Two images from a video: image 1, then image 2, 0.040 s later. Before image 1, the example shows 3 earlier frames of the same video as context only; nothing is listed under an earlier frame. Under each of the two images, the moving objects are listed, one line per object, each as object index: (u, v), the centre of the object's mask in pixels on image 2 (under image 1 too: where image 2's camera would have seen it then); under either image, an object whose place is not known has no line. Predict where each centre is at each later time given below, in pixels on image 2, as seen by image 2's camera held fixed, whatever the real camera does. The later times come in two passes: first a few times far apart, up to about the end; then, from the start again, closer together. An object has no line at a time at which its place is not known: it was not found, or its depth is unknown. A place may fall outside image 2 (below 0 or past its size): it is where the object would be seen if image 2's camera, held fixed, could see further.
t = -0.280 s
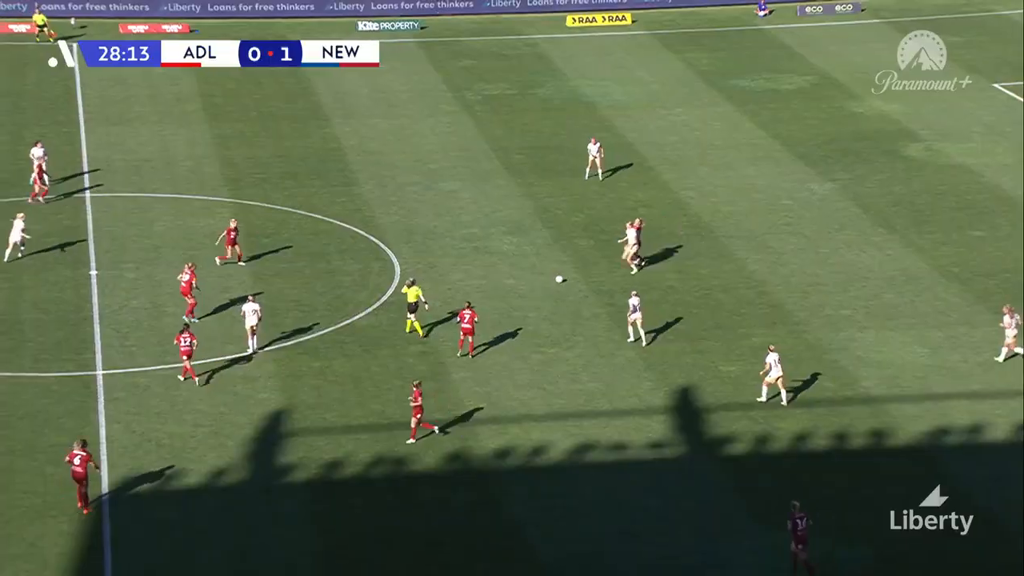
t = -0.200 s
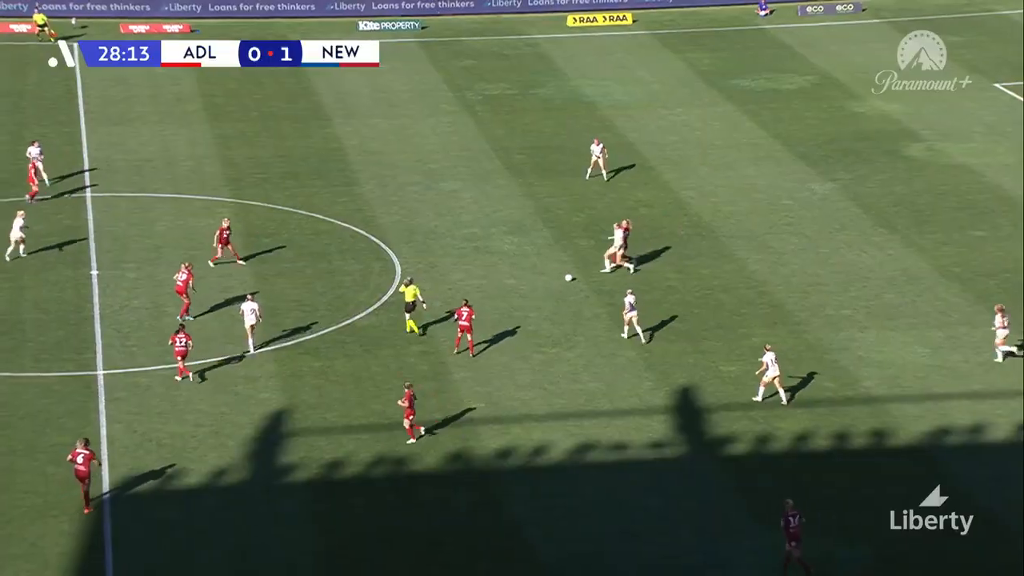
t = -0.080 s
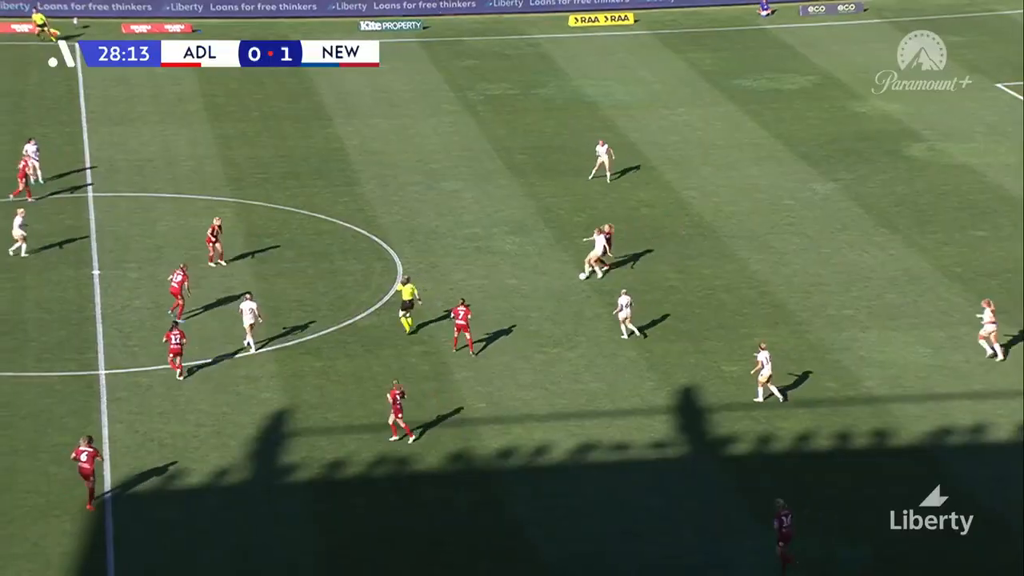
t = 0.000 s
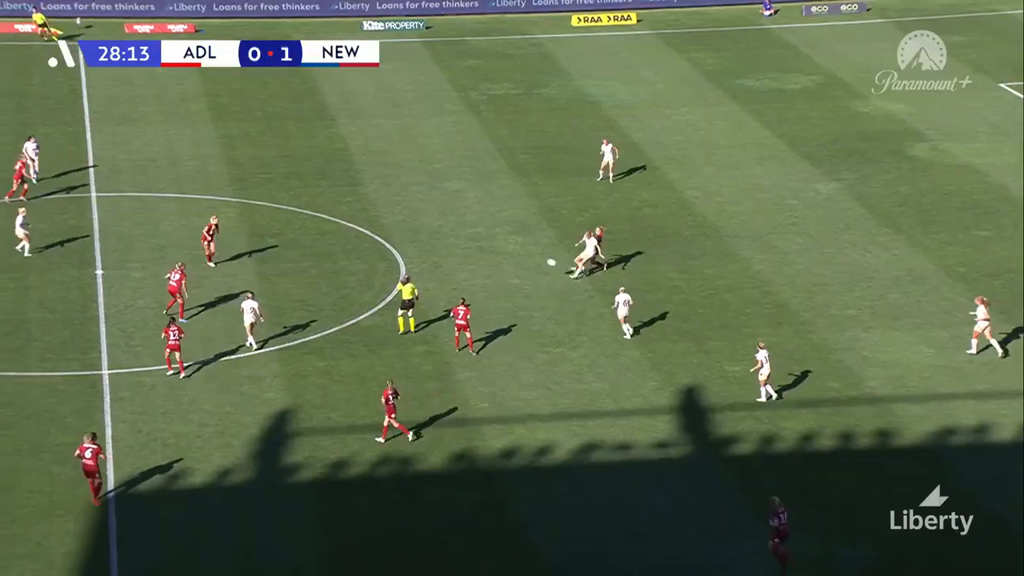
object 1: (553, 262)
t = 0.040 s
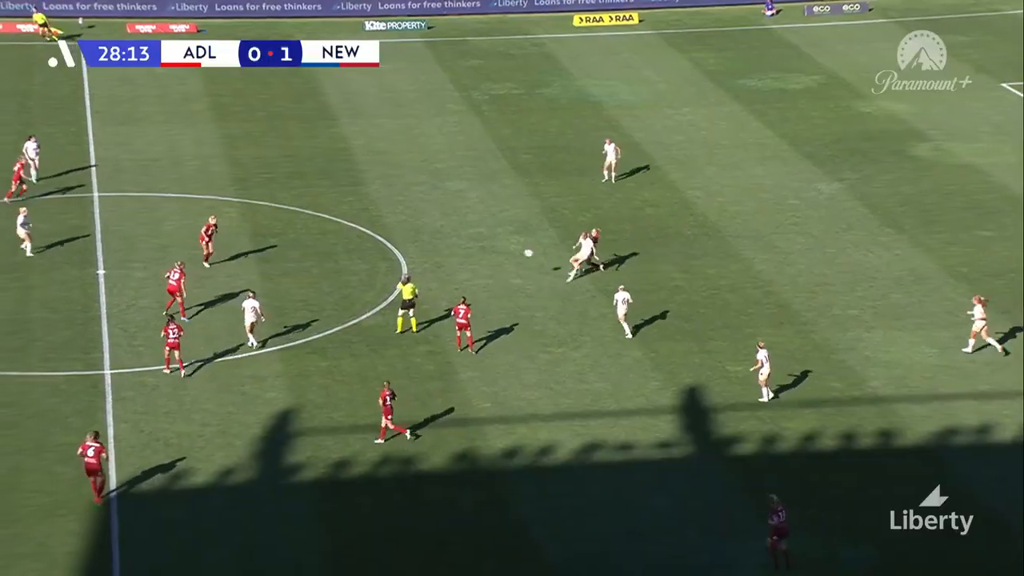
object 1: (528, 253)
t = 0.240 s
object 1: (408, 211)
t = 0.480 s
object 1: (272, 173)
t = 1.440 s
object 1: (-199, 153)
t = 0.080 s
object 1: (504, 244)
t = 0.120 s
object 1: (479, 235)
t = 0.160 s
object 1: (455, 227)
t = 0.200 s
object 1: (431, 219)
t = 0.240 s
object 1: (408, 211)
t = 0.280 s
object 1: (384, 204)
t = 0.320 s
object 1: (361, 197)
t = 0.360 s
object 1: (338, 191)
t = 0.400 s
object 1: (316, 184)
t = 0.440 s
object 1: (293, 178)
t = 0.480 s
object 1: (272, 173)
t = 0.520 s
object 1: (250, 167)
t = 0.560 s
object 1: (228, 163)
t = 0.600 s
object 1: (207, 158)
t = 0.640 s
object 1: (186, 154)
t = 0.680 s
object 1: (165, 150)
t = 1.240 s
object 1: (-109, 138)
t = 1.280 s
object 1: (-127, 140)
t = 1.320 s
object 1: (-146, 143)
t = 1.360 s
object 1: (-163, 146)
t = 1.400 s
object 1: (-181, 149)
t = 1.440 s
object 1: (-199, 153)
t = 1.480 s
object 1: (-217, 158)
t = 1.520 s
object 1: (-234, 162)
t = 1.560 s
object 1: (-251, 168)
